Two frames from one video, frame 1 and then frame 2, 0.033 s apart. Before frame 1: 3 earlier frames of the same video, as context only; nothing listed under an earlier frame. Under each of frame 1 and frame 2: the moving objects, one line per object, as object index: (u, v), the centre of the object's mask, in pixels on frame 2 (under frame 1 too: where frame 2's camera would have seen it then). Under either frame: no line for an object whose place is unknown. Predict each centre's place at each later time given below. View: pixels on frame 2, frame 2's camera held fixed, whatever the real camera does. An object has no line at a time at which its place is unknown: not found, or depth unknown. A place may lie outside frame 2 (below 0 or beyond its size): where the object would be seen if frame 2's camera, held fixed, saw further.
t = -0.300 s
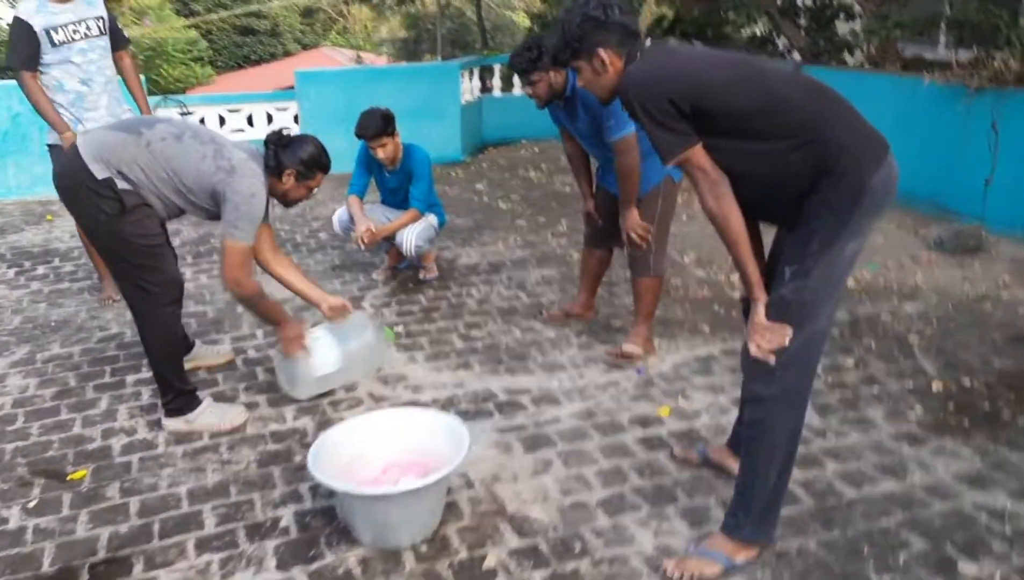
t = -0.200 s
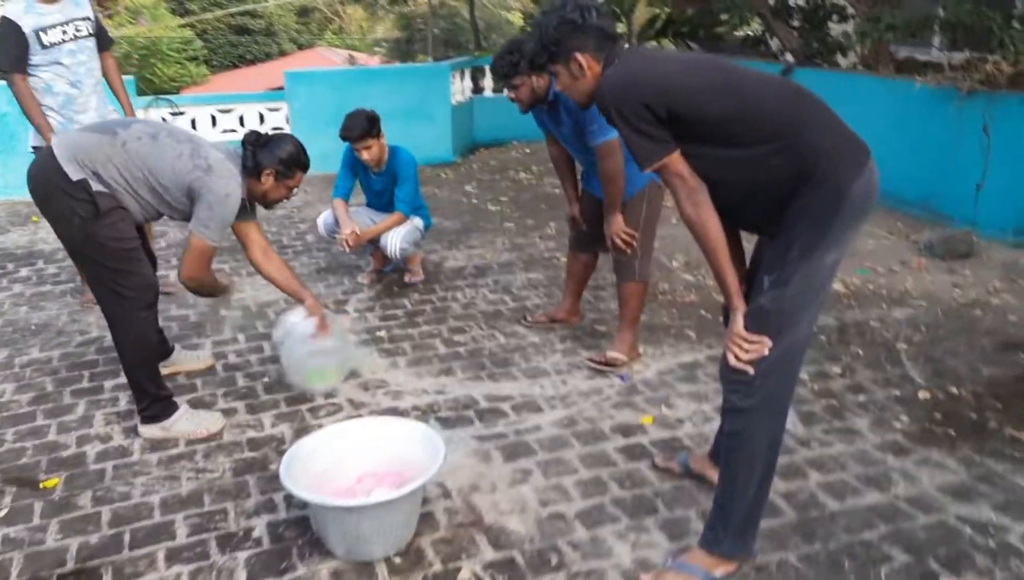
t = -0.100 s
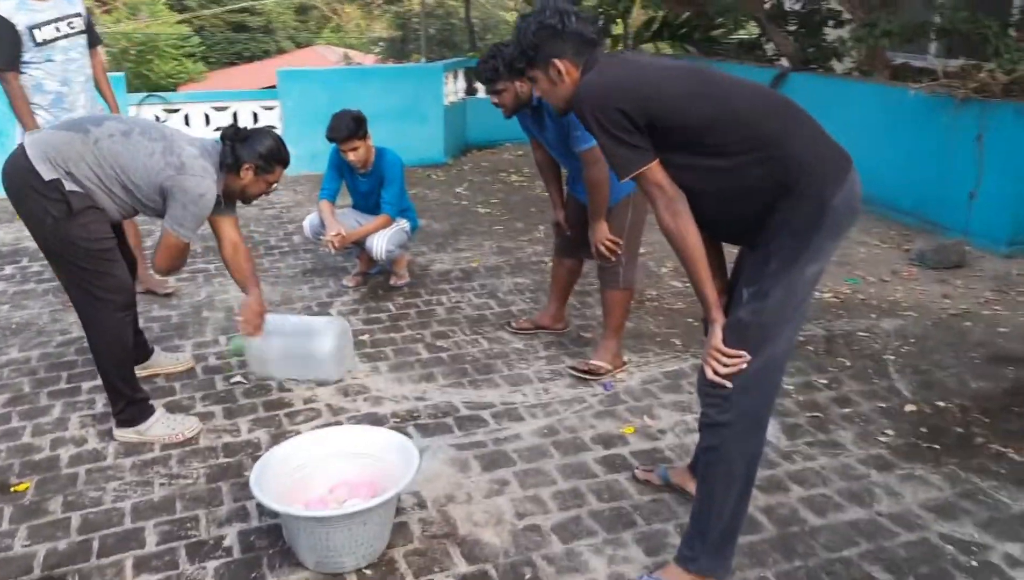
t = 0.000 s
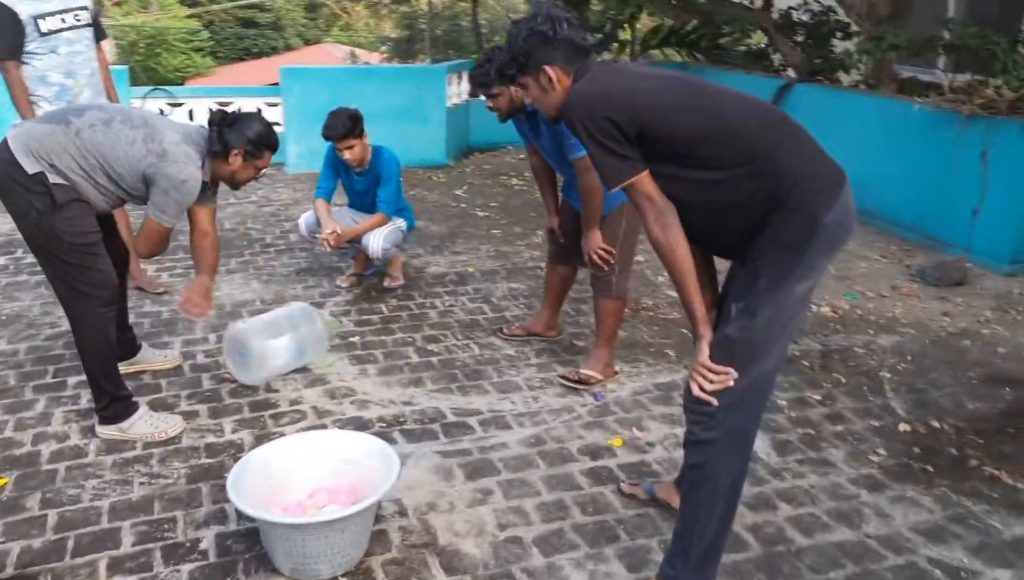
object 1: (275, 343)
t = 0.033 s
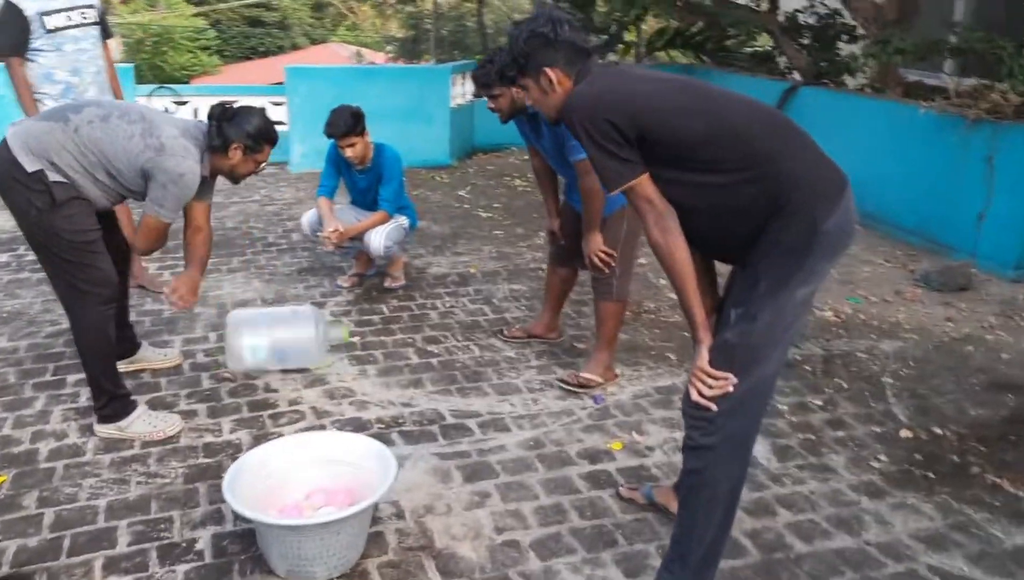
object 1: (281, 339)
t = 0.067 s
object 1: (278, 336)
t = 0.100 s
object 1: (280, 334)
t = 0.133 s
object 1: (283, 331)
